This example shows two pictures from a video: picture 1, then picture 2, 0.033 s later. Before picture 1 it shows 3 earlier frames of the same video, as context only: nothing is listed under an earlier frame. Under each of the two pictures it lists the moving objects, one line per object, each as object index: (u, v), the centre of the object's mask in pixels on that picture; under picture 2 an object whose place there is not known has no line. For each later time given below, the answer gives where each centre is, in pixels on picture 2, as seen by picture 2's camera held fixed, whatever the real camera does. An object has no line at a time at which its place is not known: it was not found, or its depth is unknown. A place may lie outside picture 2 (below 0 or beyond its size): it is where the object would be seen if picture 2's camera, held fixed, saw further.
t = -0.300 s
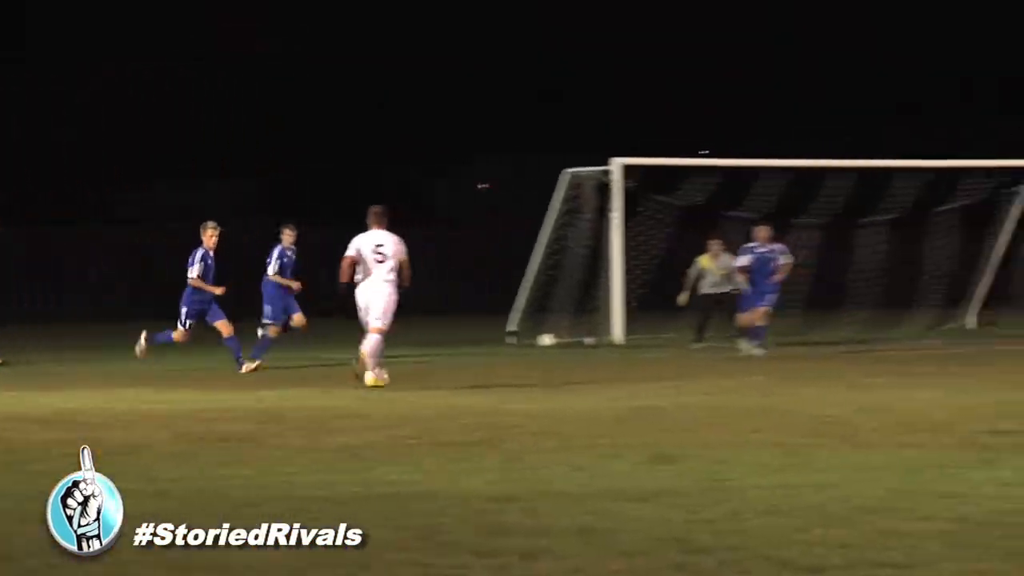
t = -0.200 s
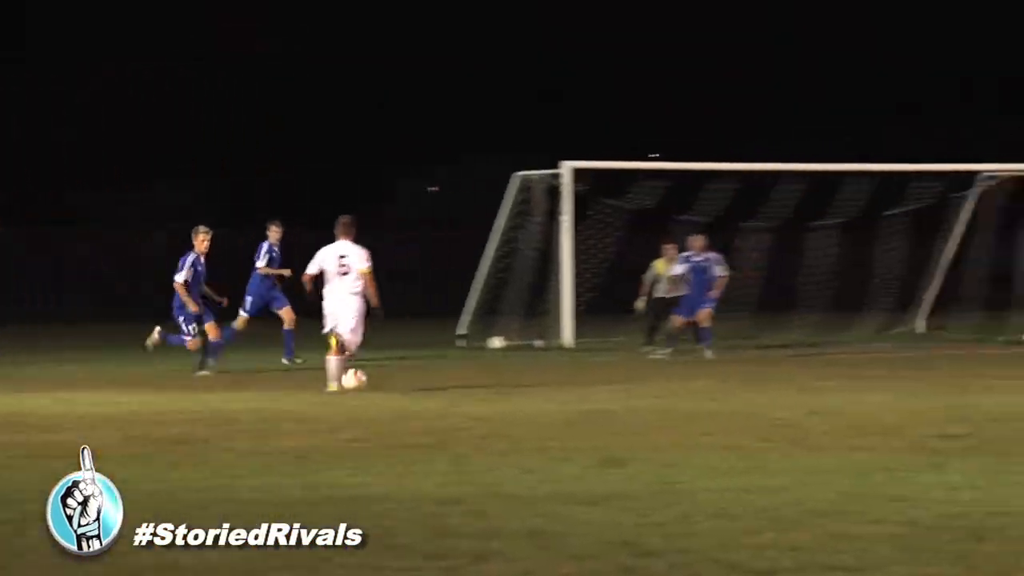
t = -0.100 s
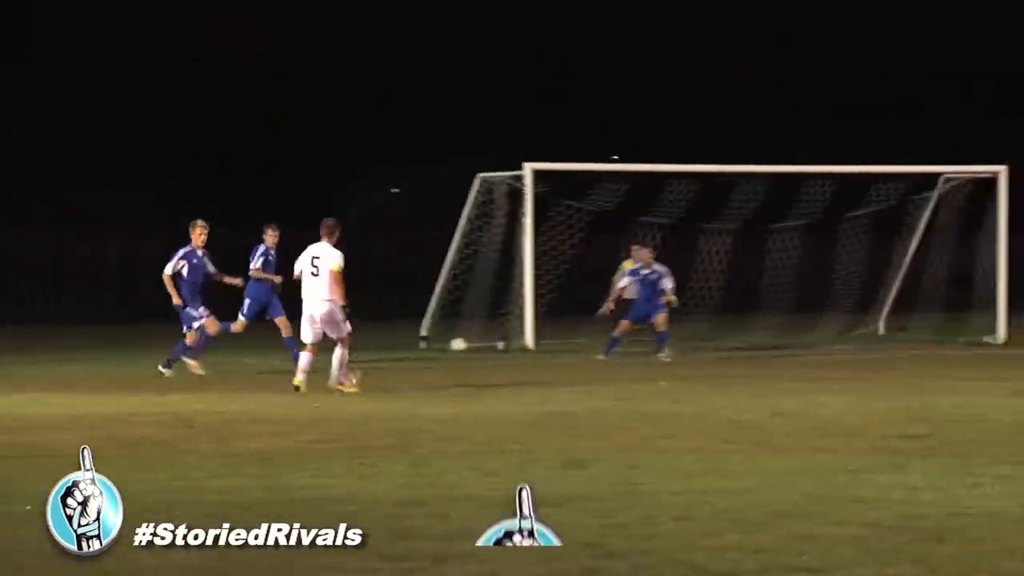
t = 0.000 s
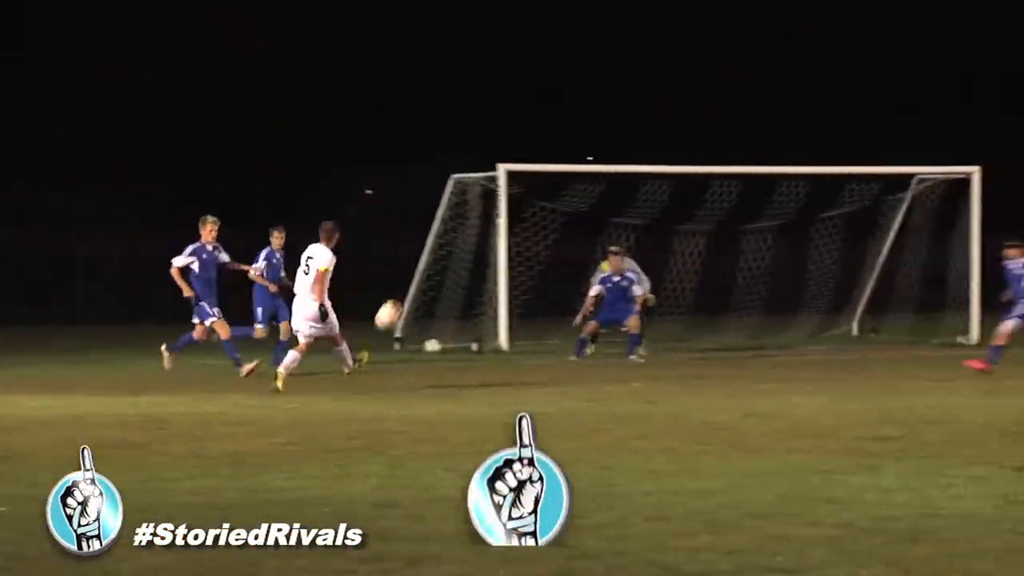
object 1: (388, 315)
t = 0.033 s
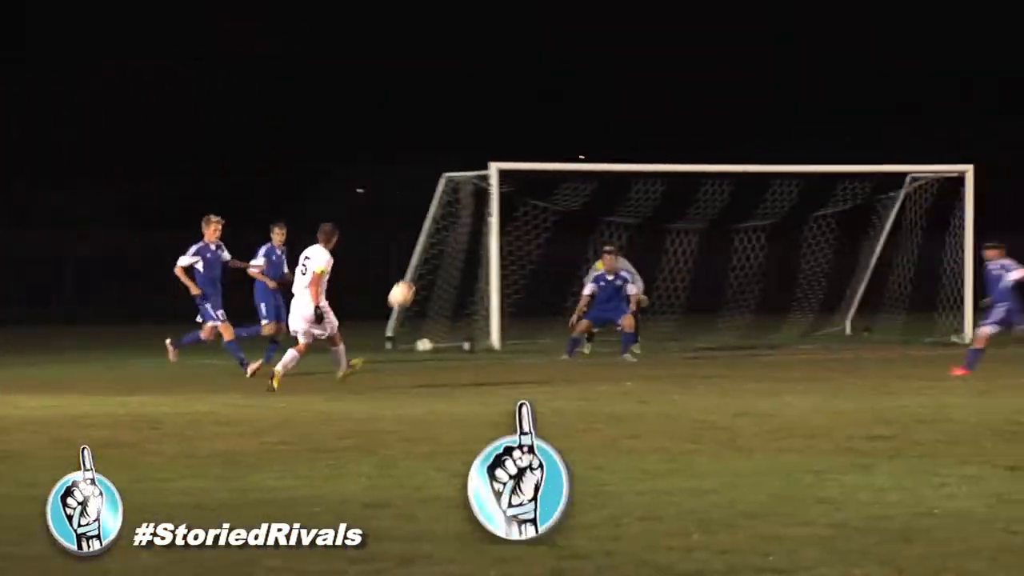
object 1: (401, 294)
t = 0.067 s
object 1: (417, 276)
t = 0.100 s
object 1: (431, 258)
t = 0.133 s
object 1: (445, 242)
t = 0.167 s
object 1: (459, 225)
